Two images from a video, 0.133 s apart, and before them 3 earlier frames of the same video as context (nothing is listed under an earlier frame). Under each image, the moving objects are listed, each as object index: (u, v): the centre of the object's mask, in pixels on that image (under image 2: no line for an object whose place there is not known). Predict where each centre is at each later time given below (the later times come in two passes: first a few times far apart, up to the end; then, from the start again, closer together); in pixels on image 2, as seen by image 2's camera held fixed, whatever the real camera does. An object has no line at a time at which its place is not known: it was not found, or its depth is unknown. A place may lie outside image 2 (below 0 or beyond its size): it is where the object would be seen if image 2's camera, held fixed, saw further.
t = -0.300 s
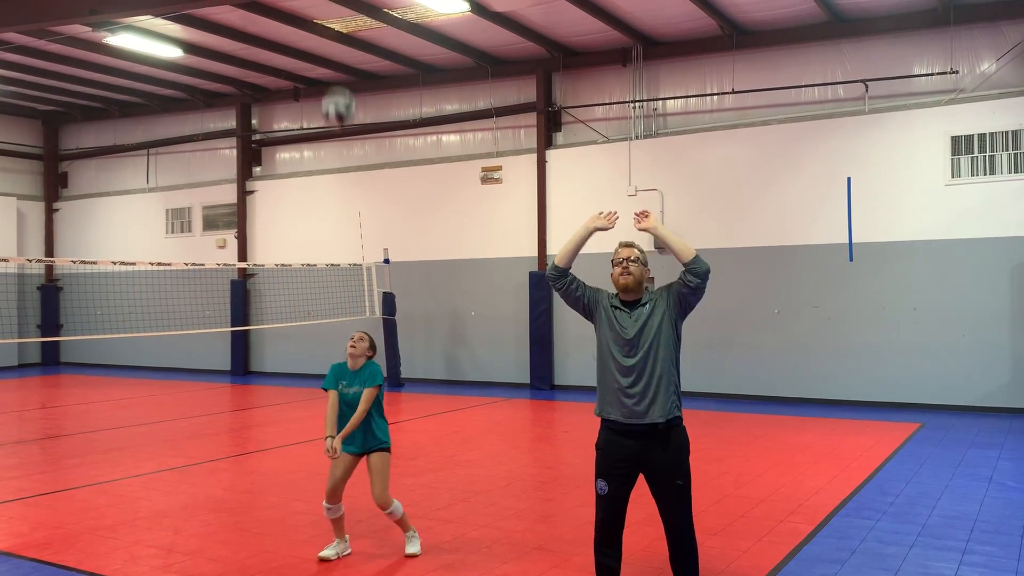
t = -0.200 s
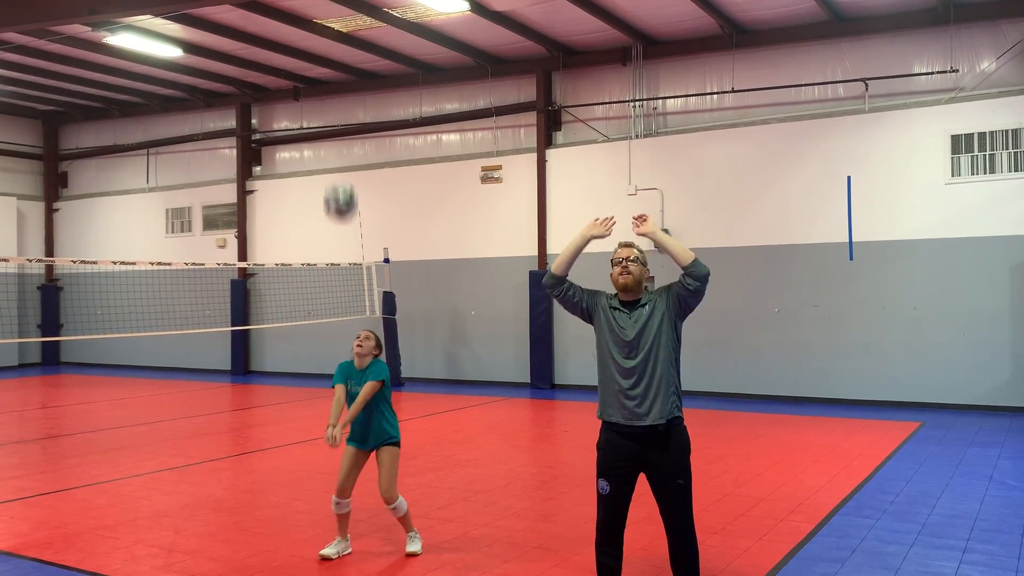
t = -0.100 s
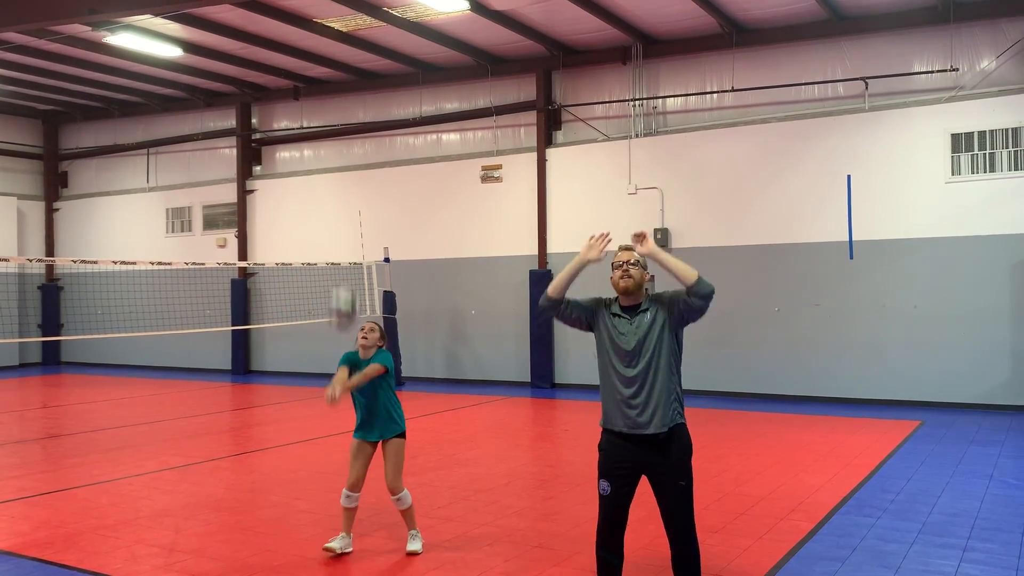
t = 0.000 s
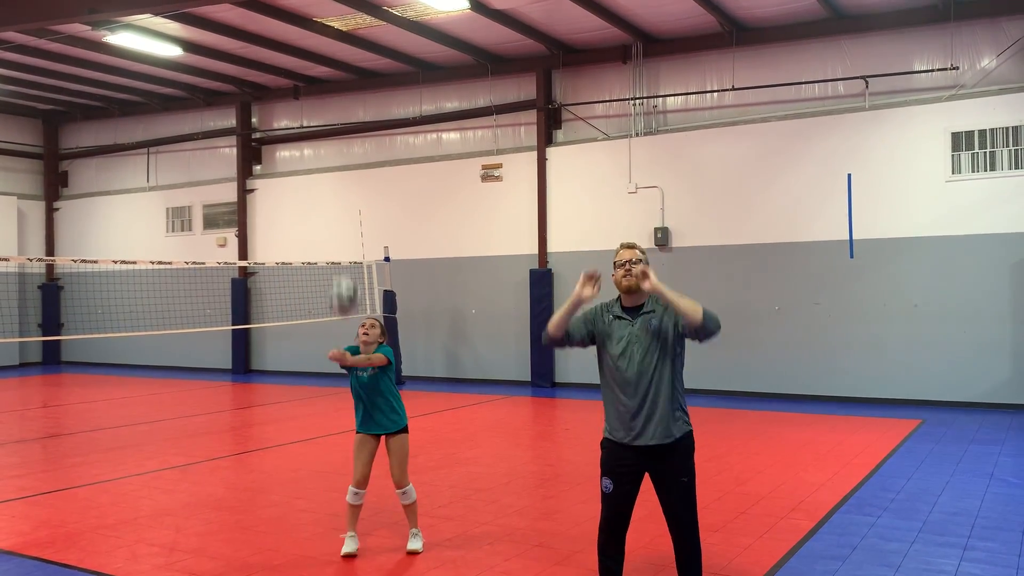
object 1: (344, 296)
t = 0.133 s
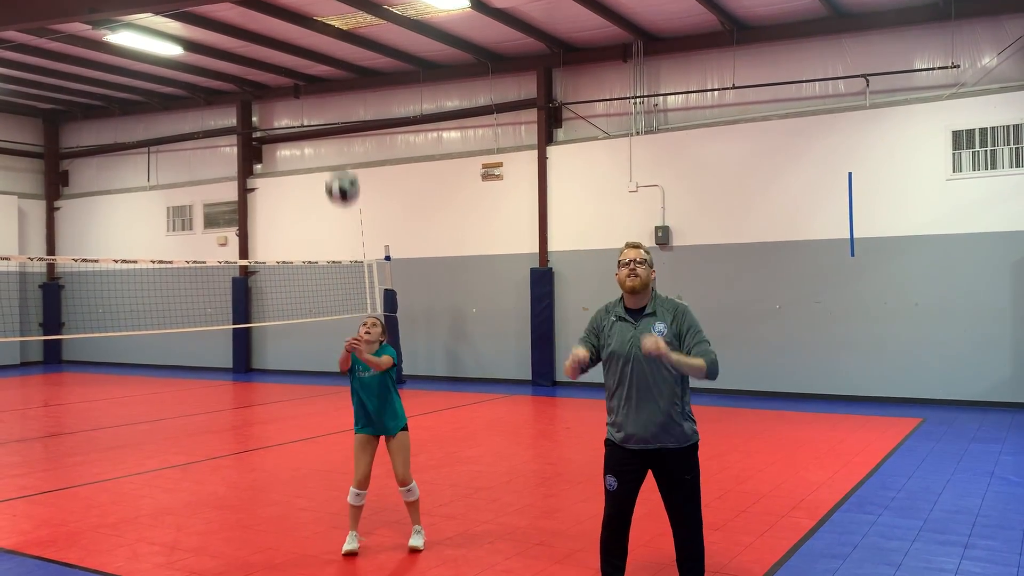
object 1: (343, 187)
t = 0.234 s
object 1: (341, 124)
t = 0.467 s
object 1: (339, 40)
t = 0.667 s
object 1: (339, 38)
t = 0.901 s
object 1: (341, 116)
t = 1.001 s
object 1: (342, 177)
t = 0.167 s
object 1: (342, 164)
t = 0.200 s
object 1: (341, 143)
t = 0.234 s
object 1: (341, 124)
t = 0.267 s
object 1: (340, 106)
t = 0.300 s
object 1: (340, 90)
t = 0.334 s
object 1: (339, 77)
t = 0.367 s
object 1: (340, 67)
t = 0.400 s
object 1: (340, 55)
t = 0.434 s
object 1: (339, 47)
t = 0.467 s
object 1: (339, 40)
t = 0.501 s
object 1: (339, 35)
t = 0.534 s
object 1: (339, 32)
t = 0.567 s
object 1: (339, 30)
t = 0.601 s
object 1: (339, 31)
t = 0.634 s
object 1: (339, 34)
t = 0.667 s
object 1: (339, 38)
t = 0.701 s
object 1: (339, 44)
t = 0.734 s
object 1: (339, 51)
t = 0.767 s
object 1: (340, 61)
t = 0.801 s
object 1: (340, 72)
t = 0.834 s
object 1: (340, 84)
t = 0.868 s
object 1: (340, 99)
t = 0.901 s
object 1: (341, 116)
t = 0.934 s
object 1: (341, 134)
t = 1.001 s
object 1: (342, 177)
